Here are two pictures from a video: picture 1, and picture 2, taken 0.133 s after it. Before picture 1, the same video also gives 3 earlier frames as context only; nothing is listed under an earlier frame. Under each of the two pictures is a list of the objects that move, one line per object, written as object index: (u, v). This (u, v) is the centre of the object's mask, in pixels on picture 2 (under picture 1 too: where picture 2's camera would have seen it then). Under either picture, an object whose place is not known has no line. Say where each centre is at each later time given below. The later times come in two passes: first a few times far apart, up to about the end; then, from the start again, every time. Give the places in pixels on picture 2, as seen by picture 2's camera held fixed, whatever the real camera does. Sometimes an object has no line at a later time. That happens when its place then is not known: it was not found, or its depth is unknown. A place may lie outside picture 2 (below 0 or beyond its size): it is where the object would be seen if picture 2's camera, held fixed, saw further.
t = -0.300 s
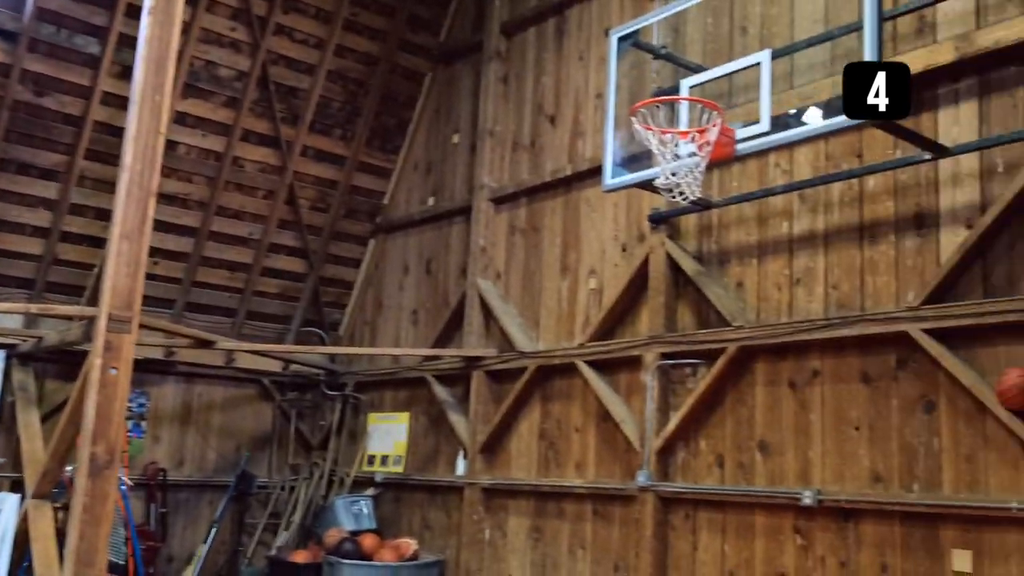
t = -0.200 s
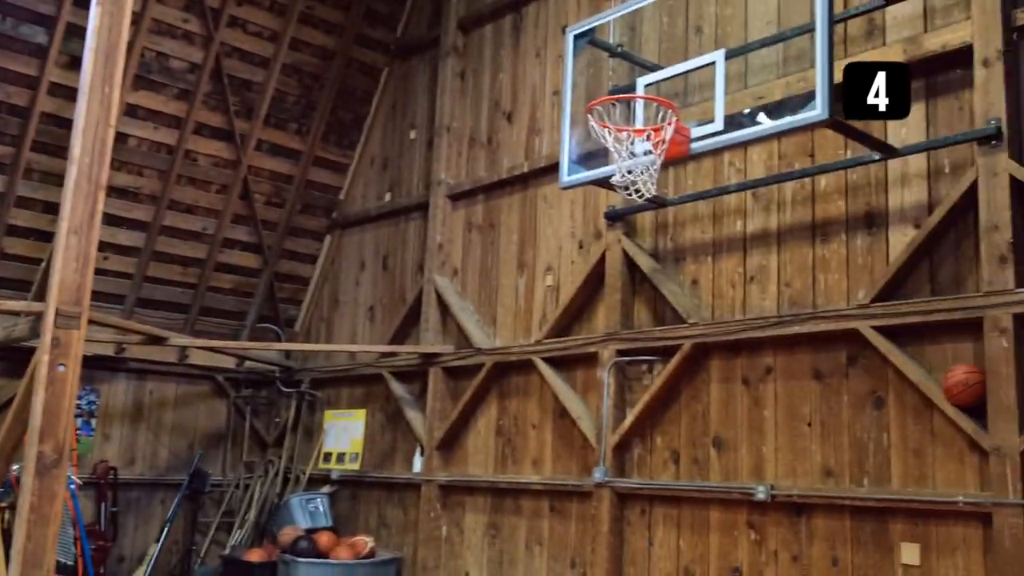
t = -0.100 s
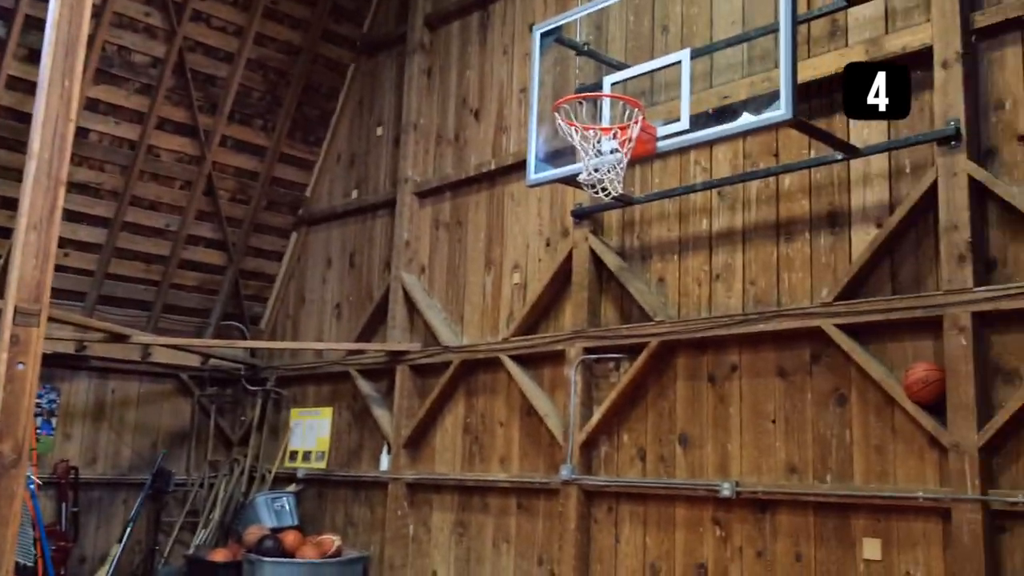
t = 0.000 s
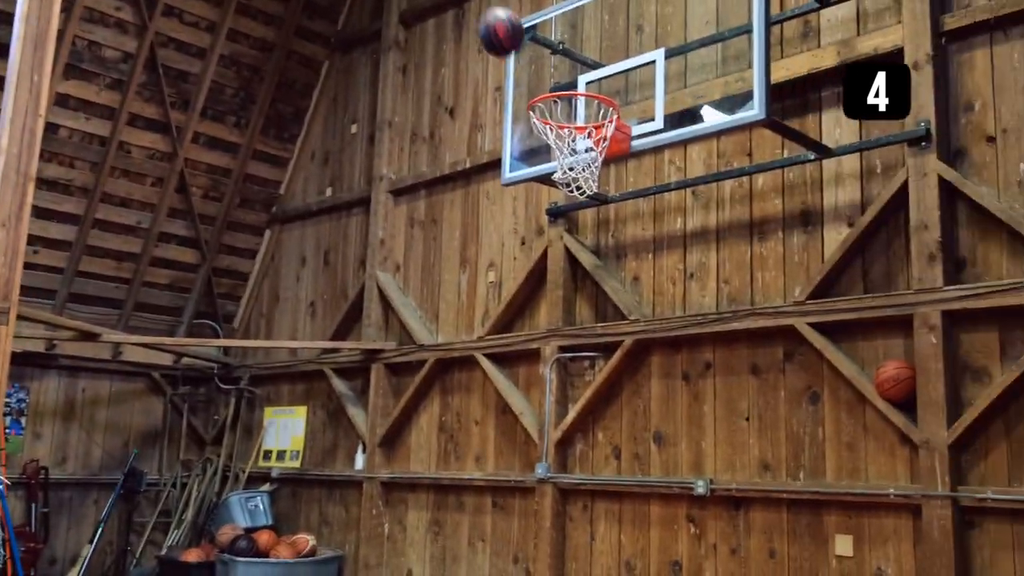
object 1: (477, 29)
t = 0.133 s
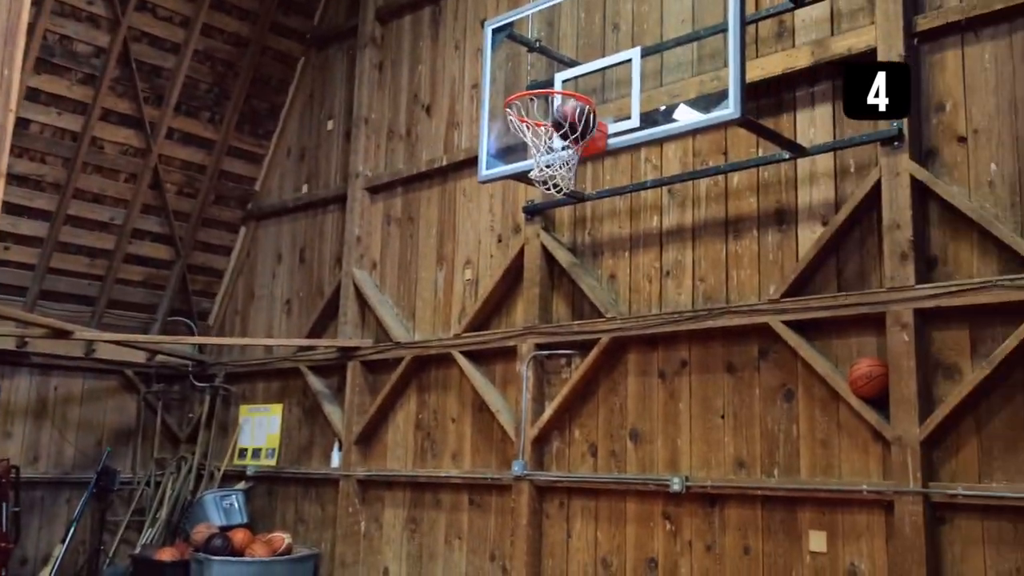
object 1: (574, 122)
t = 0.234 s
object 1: (544, 177)
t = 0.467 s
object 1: (497, 240)
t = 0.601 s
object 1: (472, 328)
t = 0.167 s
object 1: (562, 137)
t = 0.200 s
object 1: (554, 158)
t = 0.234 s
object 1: (544, 177)
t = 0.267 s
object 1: (533, 179)
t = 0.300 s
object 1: (525, 181)
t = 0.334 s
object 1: (519, 188)
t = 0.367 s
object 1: (515, 198)
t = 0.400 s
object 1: (509, 210)
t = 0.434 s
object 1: (503, 224)
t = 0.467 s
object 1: (497, 240)
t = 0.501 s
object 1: (491, 259)
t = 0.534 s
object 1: (485, 280)
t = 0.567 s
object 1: (477, 304)
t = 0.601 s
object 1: (472, 328)
